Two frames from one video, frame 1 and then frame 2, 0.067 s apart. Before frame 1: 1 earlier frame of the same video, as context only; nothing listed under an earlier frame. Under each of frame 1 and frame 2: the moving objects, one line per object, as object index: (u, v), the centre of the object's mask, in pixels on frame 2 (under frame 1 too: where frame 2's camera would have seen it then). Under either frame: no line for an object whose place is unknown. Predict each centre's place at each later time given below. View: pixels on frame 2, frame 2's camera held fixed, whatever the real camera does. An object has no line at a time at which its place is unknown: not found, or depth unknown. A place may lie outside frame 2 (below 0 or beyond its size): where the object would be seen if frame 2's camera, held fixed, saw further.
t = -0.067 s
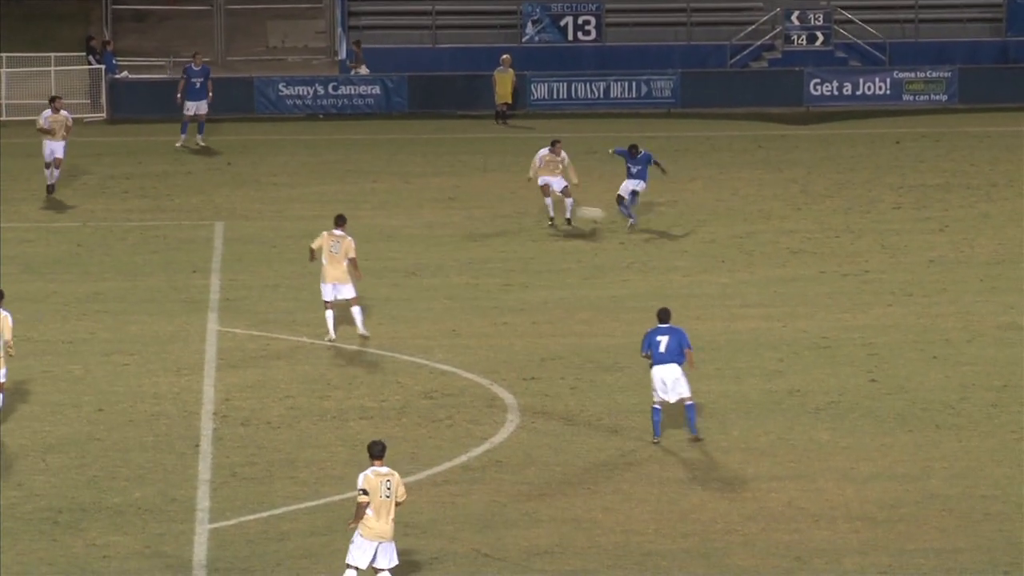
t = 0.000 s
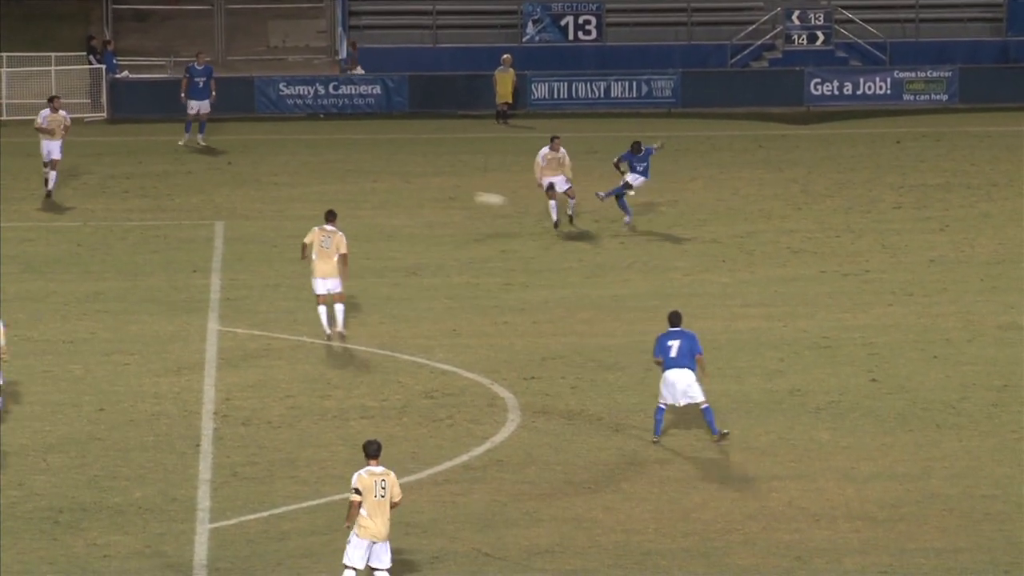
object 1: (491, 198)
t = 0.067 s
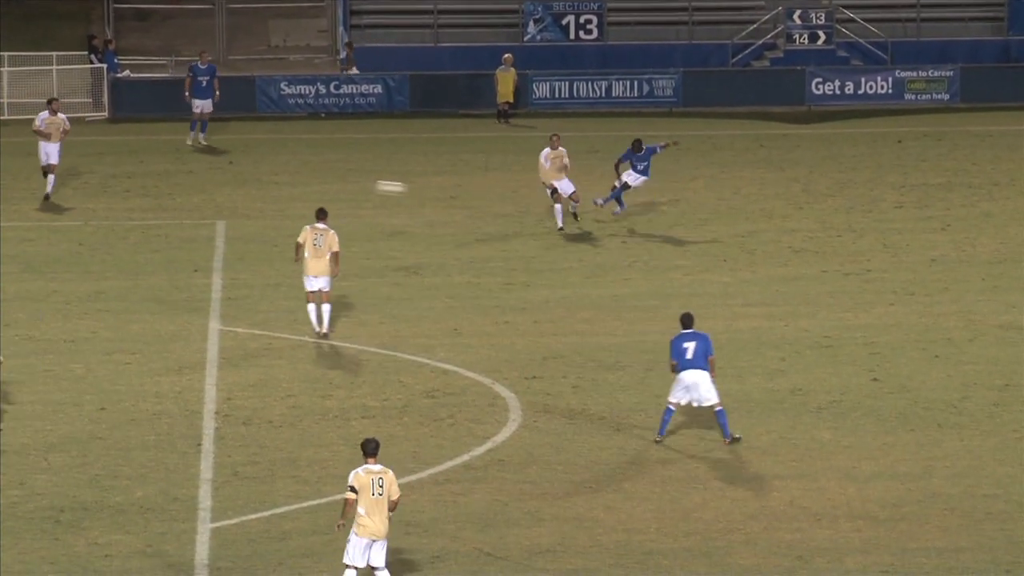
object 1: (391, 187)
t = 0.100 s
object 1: (339, 182)
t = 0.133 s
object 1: (288, 178)
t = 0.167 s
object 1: (238, 174)
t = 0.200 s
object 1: (187, 170)
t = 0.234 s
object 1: (136, 166)
